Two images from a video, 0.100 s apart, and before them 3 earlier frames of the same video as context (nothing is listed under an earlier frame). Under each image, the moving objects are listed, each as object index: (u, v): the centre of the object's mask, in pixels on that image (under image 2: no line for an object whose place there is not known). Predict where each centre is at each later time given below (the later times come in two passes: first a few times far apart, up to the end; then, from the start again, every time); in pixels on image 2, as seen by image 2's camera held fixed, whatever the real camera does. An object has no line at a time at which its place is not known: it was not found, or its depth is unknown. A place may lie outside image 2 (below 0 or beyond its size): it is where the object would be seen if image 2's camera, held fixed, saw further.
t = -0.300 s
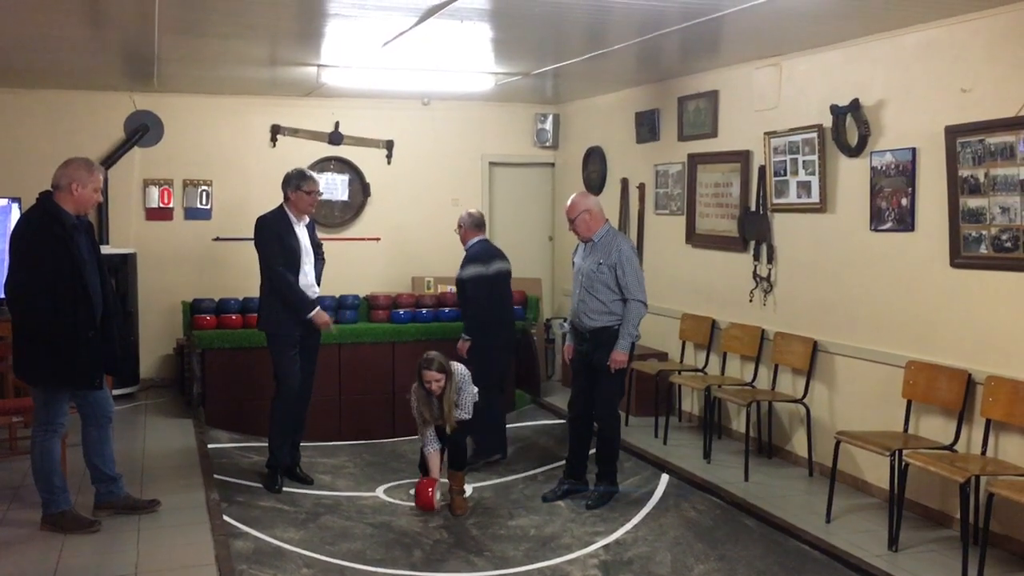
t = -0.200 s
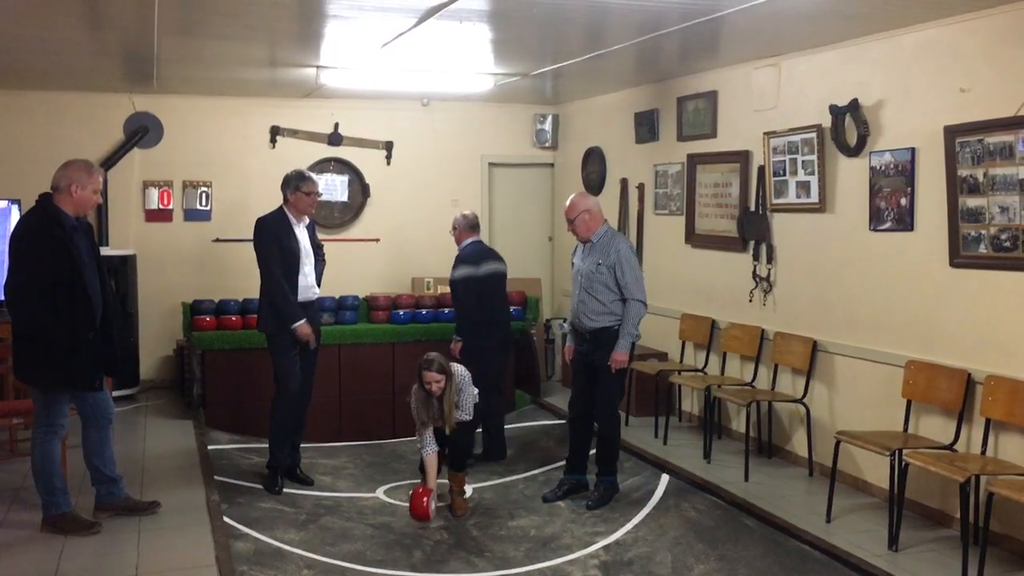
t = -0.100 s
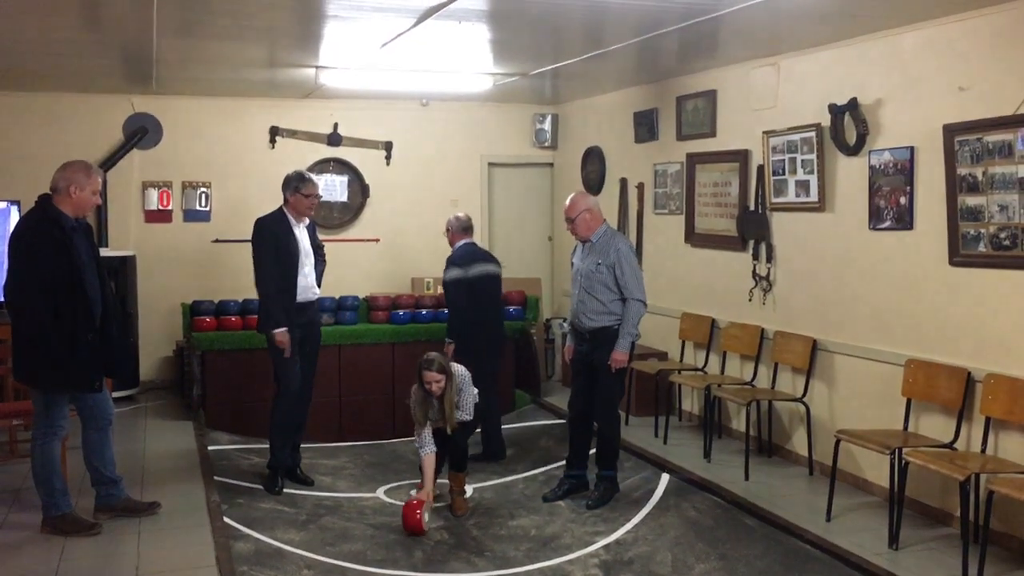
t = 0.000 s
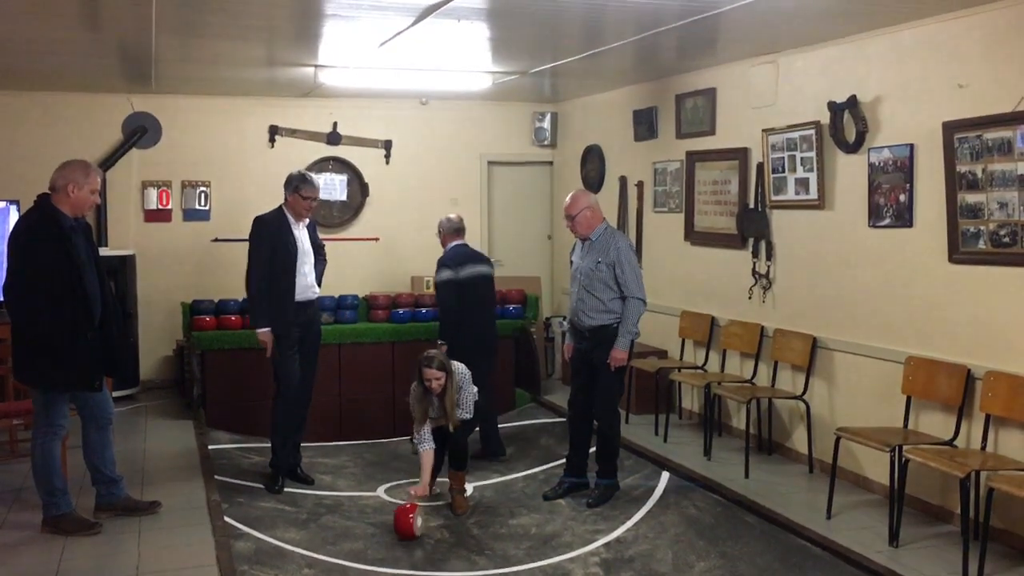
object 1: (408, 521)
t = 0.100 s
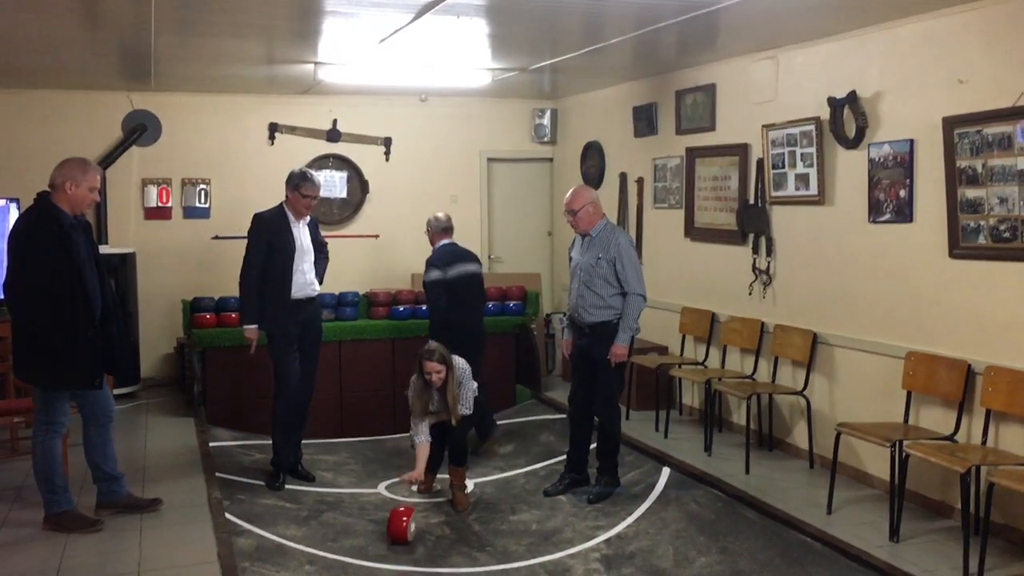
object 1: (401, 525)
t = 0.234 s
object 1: (395, 532)
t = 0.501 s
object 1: (387, 547)
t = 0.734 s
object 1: (391, 560)
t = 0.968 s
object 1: (403, 575)
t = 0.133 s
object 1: (399, 527)
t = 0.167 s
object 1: (398, 529)
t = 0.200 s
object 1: (396, 530)
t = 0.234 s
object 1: (395, 532)
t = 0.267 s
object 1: (394, 534)
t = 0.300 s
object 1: (392, 536)
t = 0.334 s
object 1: (391, 537)
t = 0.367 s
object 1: (390, 539)
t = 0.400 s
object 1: (389, 541)
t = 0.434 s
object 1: (388, 543)
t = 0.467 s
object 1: (388, 544)
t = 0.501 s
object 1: (387, 547)
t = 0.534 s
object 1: (387, 548)
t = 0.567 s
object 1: (388, 550)
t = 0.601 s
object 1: (388, 553)
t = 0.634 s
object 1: (389, 554)
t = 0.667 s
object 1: (390, 556)
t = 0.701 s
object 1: (390, 558)
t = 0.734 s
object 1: (391, 560)
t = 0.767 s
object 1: (392, 563)
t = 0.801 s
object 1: (393, 564)
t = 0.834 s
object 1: (395, 567)
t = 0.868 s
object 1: (396, 569)
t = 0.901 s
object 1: (398, 571)
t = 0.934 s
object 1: (400, 573)
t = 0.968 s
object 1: (403, 575)
